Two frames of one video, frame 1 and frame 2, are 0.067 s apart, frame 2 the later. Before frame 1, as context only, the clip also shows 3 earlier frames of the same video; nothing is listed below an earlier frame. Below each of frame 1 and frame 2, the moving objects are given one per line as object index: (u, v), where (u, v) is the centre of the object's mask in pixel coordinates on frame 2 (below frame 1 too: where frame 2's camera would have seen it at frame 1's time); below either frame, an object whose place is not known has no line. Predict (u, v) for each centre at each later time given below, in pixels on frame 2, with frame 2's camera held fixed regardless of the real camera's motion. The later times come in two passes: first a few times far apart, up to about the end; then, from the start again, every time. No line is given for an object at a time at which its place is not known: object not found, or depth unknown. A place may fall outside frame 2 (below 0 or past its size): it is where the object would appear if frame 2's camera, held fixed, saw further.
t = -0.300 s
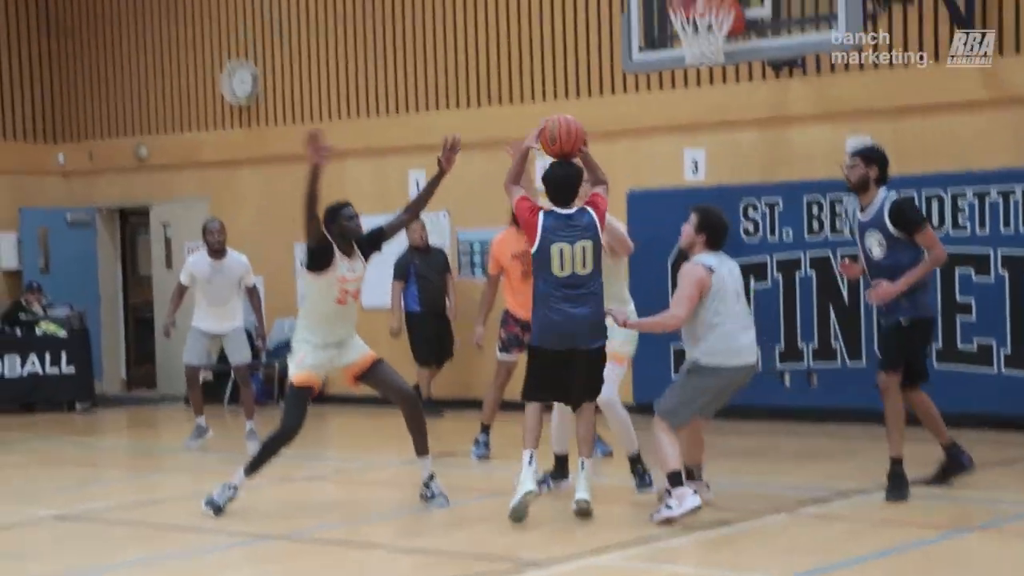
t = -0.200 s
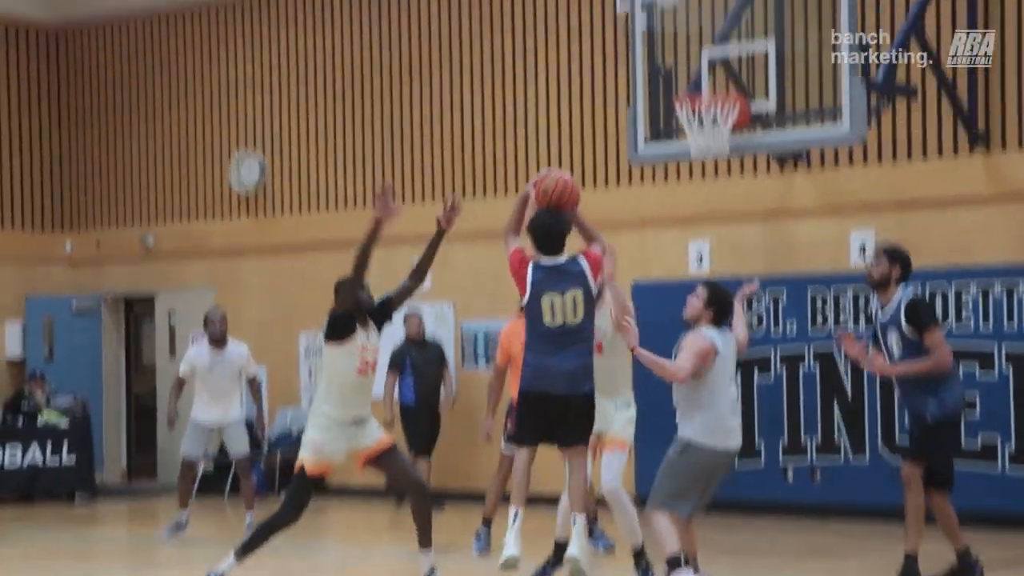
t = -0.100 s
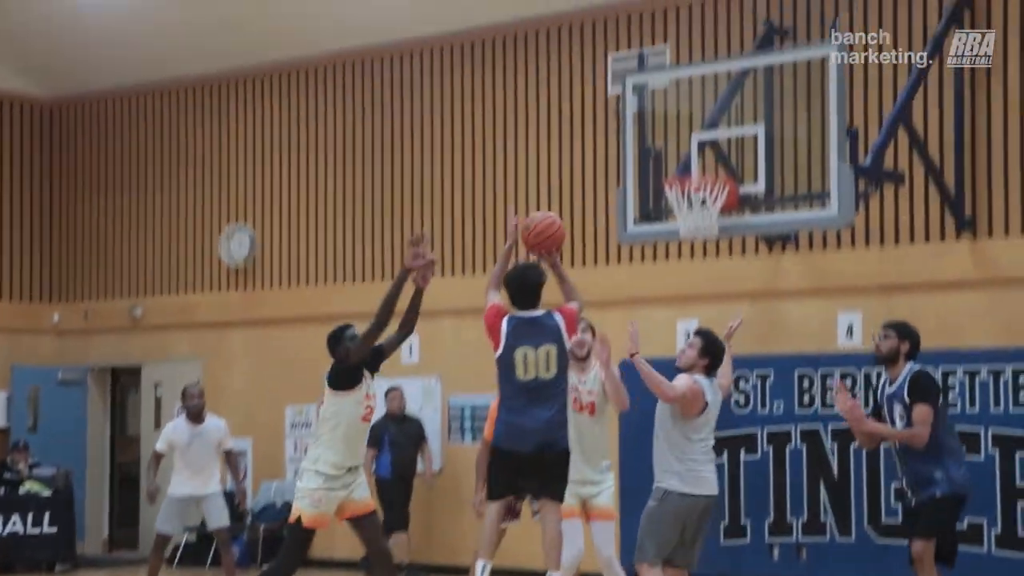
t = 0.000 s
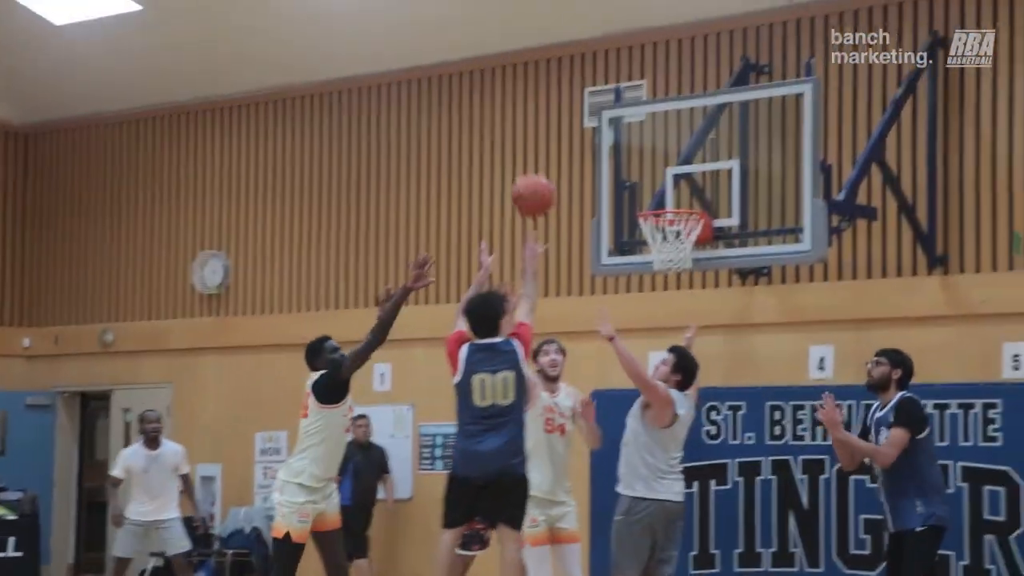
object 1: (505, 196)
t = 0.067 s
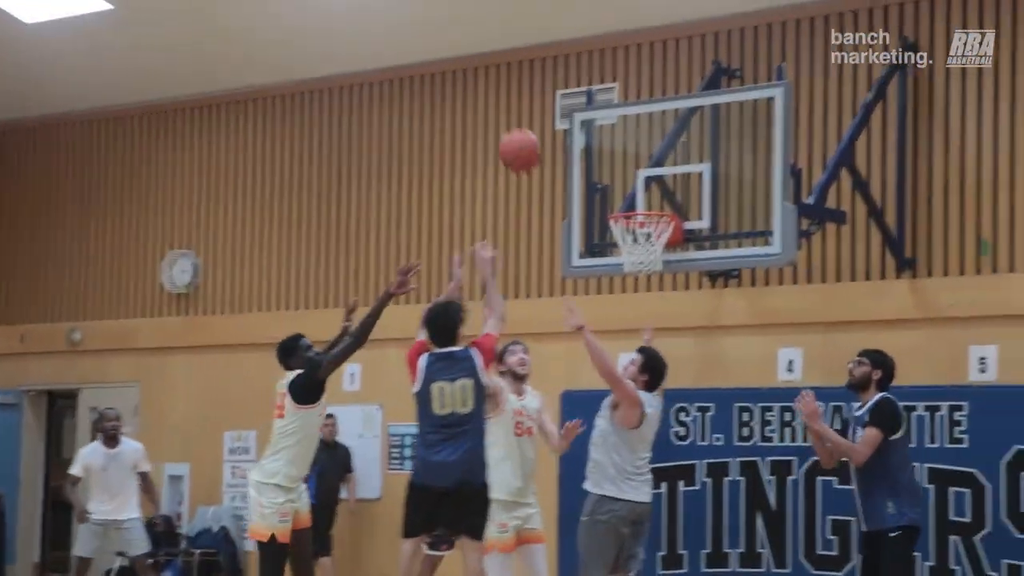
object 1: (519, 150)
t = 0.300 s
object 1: (572, 58)
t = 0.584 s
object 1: (626, 64)
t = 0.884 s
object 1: (674, 192)
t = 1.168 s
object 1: (673, 131)
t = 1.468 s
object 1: (641, 163)
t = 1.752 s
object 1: (629, 184)
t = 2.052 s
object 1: (640, 227)
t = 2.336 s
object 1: (645, 274)
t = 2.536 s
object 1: (640, 283)
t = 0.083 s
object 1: (524, 141)
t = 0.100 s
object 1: (528, 131)
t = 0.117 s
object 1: (531, 122)
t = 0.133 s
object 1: (535, 113)
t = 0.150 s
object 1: (539, 106)
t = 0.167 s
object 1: (543, 98)
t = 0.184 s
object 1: (546, 91)
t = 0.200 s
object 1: (550, 85)
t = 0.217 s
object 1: (554, 79)
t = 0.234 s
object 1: (558, 74)
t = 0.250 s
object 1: (561, 69)
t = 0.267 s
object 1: (565, 65)
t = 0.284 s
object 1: (568, 61)
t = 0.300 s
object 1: (572, 58)
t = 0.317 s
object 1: (575, 54)
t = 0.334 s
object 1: (580, 51)
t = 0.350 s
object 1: (583, 50)
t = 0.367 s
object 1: (586, 48)
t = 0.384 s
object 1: (588, 46)
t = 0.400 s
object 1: (593, 46)
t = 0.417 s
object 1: (595, 46)
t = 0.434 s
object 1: (598, 46)
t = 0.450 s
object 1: (602, 46)
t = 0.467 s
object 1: (605, 46)
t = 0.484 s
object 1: (607, 48)
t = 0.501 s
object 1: (611, 50)
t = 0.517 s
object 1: (614, 51)
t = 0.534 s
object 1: (617, 54)
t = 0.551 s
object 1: (620, 57)
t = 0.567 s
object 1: (623, 60)
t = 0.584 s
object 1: (626, 64)
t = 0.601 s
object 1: (629, 68)
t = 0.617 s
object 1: (631, 73)
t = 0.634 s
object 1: (635, 77)
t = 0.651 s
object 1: (637, 82)
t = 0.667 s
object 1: (640, 88)
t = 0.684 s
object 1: (642, 94)
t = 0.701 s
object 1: (646, 100)
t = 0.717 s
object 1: (648, 106)
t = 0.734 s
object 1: (651, 114)
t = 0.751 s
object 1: (653, 122)
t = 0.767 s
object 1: (656, 129)
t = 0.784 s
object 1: (659, 137)
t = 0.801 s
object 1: (661, 145)
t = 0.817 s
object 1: (664, 154)
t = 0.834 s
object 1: (666, 163)
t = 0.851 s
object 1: (668, 173)
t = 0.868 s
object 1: (671, 183)
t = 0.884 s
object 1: (674, 192)
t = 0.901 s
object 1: (676, 198)
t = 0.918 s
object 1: (676, 193)
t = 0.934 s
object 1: (677, 187)
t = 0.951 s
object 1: (678, 181)
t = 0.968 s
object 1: (679, 175)
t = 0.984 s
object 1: (680, 169)
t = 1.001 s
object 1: (681, 163)
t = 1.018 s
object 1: (681, 159)
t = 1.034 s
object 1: (683, 154)
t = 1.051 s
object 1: (683, 150)
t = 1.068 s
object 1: (683, 147)
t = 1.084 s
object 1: (682, 143)
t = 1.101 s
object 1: (680, 140)
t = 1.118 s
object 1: (678, 137)
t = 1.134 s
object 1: (677, 135)
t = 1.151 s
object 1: (675, 133)
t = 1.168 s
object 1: (673, 131)
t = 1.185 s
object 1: (672, 130)
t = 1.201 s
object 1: (670, 129)
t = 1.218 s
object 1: (668, 128)
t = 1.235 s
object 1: (666, 128)
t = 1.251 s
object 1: (664, 128)
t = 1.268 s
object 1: (663, 128)
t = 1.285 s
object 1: (661, 129)
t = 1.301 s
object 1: (659, 131)
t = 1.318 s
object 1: (657, 132)
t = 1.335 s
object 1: (655, 134)
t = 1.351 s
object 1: (654, 137)
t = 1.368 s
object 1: (652, 140)
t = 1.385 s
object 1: (650, 142)
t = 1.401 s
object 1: (648, 147)
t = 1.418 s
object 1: (646, 150)
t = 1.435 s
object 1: (644, 154)
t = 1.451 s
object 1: (643, 159)
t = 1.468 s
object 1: (641, 163)
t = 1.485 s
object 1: (639, 170)
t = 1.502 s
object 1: (637, 175)
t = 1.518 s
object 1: (635, 182)
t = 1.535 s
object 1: (633, 189)
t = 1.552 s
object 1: (631, 195)
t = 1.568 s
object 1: (631, 195)
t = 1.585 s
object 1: (631, 192)
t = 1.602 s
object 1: (631, 189)
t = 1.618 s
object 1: (631, 187)
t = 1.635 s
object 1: (630, 185)
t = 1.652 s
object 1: (630, 184)
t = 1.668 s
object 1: (630, 183)
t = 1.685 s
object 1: (630, 183)
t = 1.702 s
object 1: (630, 183)
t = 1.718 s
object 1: (629, 183)
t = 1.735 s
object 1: (629, 183)
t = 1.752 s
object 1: (629, 184)
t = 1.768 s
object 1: (629, 185)
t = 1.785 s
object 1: (629, 186)
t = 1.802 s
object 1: (628, 189)
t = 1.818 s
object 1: (628, 192)
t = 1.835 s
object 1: (628, 194)
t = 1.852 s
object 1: (628, 196)
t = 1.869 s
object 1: (627, 199)
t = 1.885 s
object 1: (627, 201)
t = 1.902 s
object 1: (628, 201)
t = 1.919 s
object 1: (630, 202)
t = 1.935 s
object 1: (631, 204)
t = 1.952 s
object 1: (633, 204)
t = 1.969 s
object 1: (635, 205)
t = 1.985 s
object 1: (634, 207)
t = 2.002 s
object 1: (632, 208)
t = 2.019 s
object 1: (640, 219)
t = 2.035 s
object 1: (639, 227)
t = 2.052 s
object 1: (640, 227)
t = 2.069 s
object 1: (640, 230)
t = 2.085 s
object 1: (640, 232)
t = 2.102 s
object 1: (641, 235)
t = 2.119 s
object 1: (644, 249)
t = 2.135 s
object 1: (644, 253)
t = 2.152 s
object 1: (642, 255)
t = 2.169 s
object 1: (647, 254)
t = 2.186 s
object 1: (646, 267)
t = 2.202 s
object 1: (642, 258)
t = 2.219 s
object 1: (643, 262)
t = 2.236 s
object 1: (644, 264)
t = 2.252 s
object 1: (644, 266)
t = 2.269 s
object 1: (647, 272)
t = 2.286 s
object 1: (648, 273)
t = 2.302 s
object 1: (646, 273)
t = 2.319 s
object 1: (646, 274)
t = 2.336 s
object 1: (645, 274)
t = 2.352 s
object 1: (644, 273)
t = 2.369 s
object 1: (643, 273)
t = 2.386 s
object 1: (643, 273)
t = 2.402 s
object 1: (642, 273)
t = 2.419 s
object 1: (642, 274)
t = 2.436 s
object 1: (642, 274)
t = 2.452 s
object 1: (642, 275)
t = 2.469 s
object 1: (641, 276)
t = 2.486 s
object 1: (641, 277)
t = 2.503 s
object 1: (641, 279)
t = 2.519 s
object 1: (641, 281)
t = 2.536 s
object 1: (640, 283)
